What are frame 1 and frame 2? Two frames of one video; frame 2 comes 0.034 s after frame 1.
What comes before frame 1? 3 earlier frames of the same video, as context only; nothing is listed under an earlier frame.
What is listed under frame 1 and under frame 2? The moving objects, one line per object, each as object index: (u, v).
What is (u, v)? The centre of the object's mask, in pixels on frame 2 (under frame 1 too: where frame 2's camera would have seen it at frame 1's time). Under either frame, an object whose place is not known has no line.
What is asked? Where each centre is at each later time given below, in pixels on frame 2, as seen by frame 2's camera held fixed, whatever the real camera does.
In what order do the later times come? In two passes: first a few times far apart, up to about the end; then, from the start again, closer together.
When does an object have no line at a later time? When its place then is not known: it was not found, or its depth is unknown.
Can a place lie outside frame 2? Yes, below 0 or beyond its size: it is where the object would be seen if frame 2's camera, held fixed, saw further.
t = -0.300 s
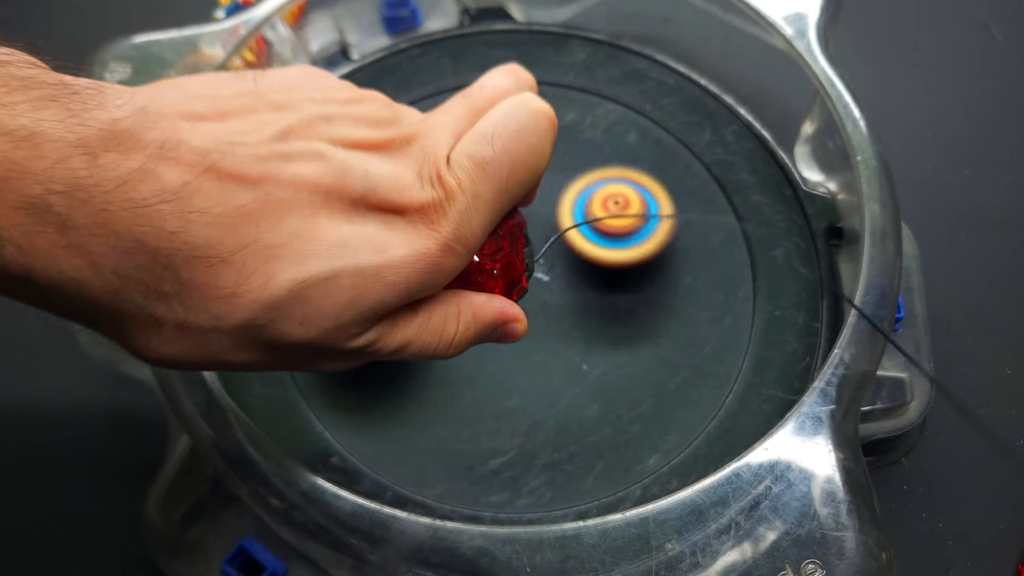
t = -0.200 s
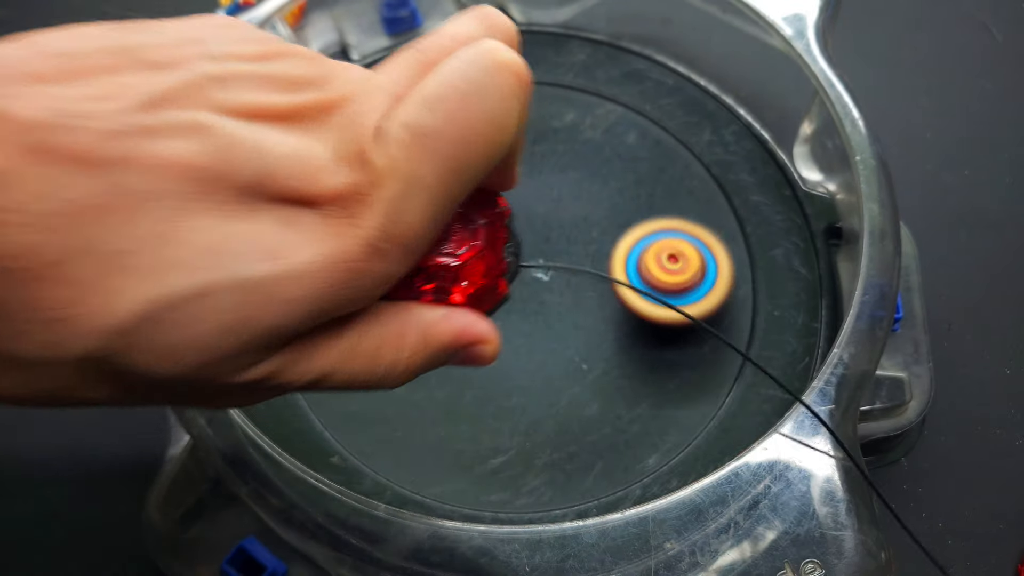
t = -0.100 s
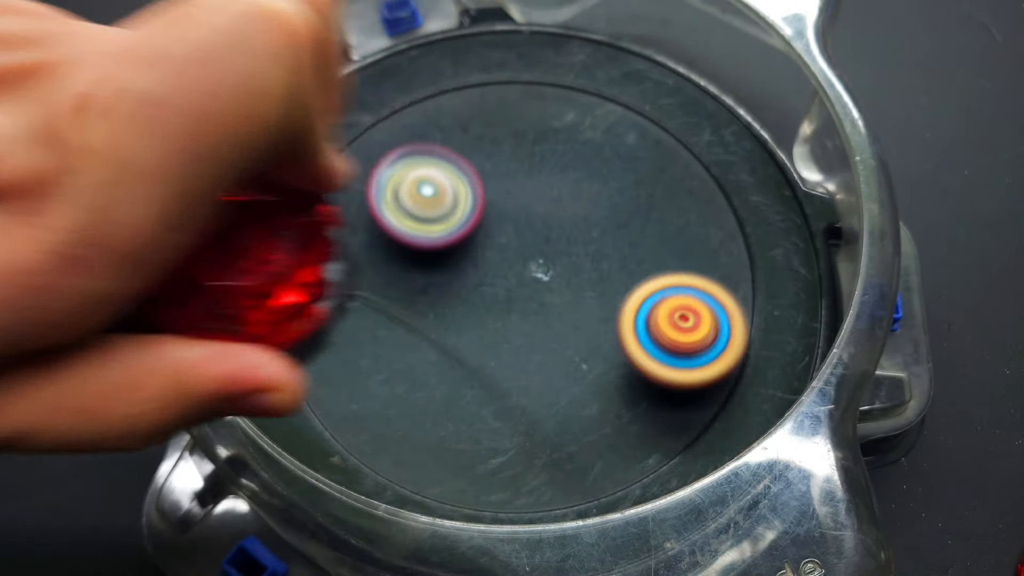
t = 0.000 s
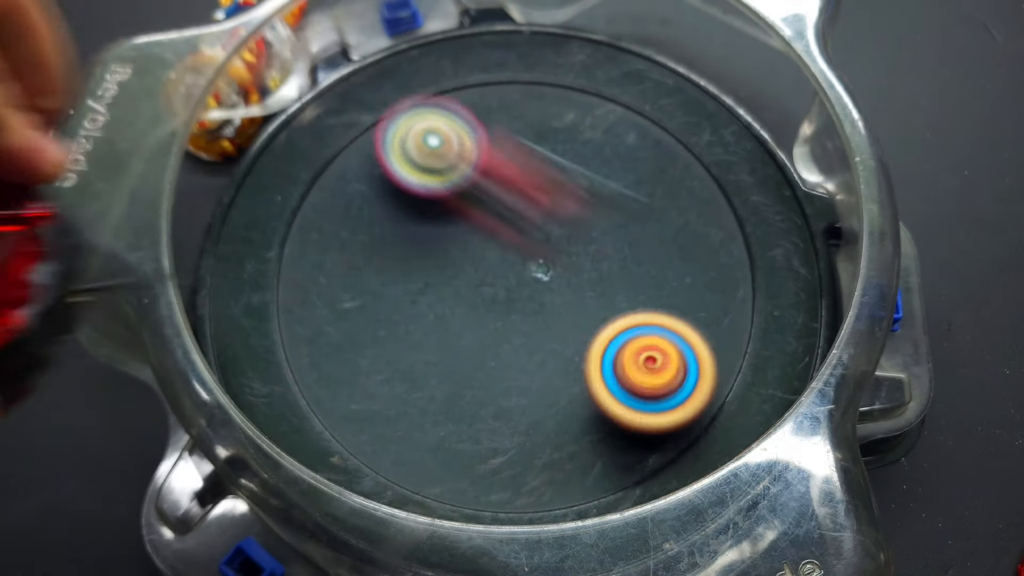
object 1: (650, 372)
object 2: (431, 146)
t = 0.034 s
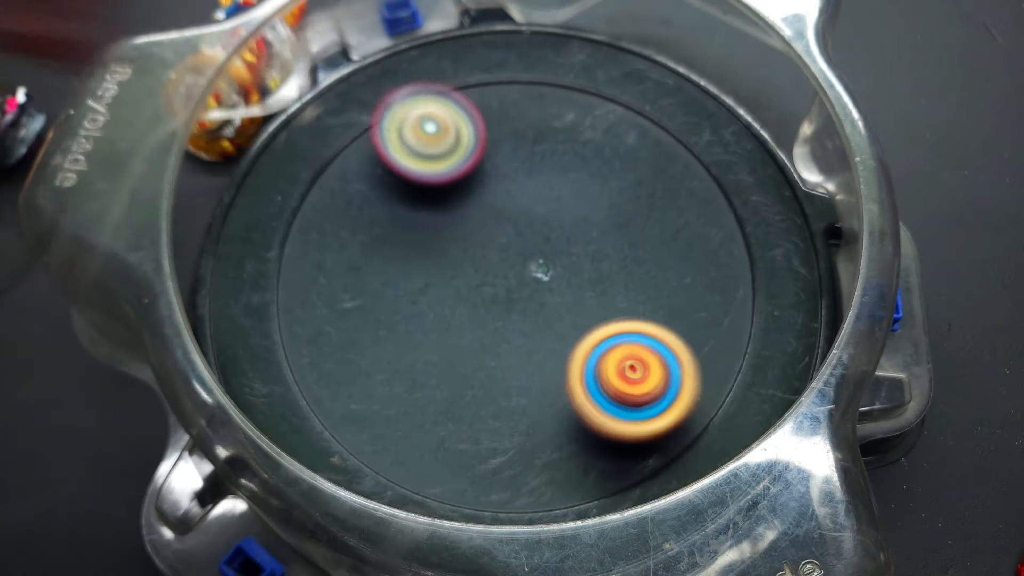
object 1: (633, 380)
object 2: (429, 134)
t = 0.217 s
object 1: (487, 357)
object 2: (380, 106)
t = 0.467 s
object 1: (487, 243)
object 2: (303, 219)
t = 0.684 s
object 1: (597, 244)
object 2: (520, 332)
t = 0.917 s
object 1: (725, 206)
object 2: (604, 292)
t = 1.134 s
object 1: (750, 175)
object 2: (505, 212)
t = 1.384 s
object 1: (682, 208)
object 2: (386, 101)
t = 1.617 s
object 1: (574, 245)
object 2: (404, 334)
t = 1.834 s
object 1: (499, 213)
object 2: (700, 350)
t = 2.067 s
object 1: (489, 155)
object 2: (671, 108)
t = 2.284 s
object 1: (407, 234)
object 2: (483, 83)
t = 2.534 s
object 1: (324, 346)
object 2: (448, 244)
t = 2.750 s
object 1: (421, 303)
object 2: (661, 330)
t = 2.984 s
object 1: (485, 235)
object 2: (719, 185)
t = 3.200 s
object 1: (443, 248)
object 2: (622, 82)
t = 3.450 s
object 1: (424, 227)
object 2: (507, 148)
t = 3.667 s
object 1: (323, 402)
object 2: (629, 99)
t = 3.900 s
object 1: (515, 324)
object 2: (659, 106)
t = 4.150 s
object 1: (600, 258)
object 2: (651, 126)
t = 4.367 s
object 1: (564, 329)
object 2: (633, 210)
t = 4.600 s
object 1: (449, 392)
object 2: (626, 279)
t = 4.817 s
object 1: (422, 329)
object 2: (685, 295)
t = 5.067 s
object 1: (487, 281)
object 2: (739, 237)
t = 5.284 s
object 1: (477, 344)
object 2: (604, 186)
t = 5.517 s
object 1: (372, 369)
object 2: (451, 207)
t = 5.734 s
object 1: (358, 406)
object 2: (478, 253)
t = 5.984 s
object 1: (435, 292)
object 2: (618, 303)
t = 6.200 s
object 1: (518, 232)
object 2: (626, 182)
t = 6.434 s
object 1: (544, 286)
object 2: (497, 139)
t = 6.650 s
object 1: (552, 360)
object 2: (419, 297)
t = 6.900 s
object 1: (751, 369)
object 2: (212, 203)
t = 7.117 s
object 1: (639, 284)
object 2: (277, 236)
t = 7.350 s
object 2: (413, 319)
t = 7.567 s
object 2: (456, 345)
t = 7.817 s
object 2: (485, 258)
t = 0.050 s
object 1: (622, 384)
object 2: (426, 127)
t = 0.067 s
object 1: (611, 386)
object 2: (423, 121)
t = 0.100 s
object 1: (587, 388)
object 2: (415, 110)
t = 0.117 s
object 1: (574, 386)
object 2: (410, 106)
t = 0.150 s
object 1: (546, 382)
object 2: (400, 100)
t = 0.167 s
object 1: (530, 377)
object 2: (395, 99)
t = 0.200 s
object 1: (502, 366)
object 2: (383, 100)
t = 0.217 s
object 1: (487, 357)
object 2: (380, 106)
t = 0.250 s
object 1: (463, 338)
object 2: (373, 120)
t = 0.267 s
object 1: (453, 325)
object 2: (369, 127)
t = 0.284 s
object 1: (445, 314)
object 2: (365, 136)
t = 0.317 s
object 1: (430, 289)
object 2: (357, 154)
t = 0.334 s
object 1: (425, 278)
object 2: (353, 165)
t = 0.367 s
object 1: (428, 261)
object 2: (338, 178)
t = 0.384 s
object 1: (437, 258)
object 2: (323, 178)
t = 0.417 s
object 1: (457, 253)
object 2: (300, 185)
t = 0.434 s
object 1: (467, 251)
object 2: (300, 194)
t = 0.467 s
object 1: (487, 243)
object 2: (303, 219)
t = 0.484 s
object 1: (496, 239)
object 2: (308, 233)
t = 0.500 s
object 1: (506, 237)
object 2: (315, 249)
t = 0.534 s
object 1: (522, 234)
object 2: (338, 278)
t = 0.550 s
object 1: (531, 234)
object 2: (355, 291)
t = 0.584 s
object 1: (549, 234)
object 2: (391, 312)
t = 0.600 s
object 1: (558, 236)
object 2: (413, 320)
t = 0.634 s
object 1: (574, 240)
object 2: (457, 329)
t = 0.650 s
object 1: (581, 244)
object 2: (482, 330)
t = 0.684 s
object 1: (597, 244)
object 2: (520, 332)
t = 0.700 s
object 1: (609, 242)
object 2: (534, 334)
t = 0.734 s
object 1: (637, 231)
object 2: (551, 341)
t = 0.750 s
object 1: (650, 227)
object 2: (560, 343)
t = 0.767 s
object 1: (660, 223)
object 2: (569, 342)
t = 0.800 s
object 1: (679, 218)
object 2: (584, 337)
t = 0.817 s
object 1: (687, 216)
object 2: (592, 332)
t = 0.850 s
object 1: (698, 215)
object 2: (605, 319)
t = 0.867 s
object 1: (702, 217)
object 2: (611, 311)
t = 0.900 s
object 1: (713, 214)
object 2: (613, 296)
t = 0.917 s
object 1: (725, 206)
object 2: (604, 292)
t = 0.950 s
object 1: (742, 192)
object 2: (584, 289)
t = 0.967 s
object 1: (746, 187)
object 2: (574, 284)
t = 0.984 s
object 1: (749, 184)
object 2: (565, 281)
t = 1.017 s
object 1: (753, 180)
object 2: (547, 270)
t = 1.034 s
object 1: (754, 178)
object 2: (539, 264)
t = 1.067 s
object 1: (754, 176)
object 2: (525, 248)
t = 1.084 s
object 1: (753, 176)
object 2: (519, 240)
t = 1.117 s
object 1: (751, 174)
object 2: (509, 221)
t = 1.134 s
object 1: (750, 175)
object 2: (505, 212)
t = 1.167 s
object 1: (747, 175)
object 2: (496, 190)
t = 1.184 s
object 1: (744, 175)
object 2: (491, 179)
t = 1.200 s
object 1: (742, 176)
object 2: (485, 167)
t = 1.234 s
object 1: (737, 176)
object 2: (472, 146)
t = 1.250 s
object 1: (733, 178)
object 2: (464, 135)
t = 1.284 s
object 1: (723, 185)
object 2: (446, 117)
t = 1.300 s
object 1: (716, 188)
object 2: (435, 108)
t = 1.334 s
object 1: (703, 196)
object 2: (414, 96)
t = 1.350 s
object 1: (696, 200)
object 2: (403, 93)
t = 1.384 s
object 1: (682, 208)
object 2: (386, 101)
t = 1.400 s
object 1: (674, 212)
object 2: (378, 110)
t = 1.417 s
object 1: (667, 215)
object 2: (371, 121)
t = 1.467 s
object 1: (644, 225)
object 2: (349, 161)
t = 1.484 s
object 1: (636, 228)
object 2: (344, 178)
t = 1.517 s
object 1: (620, 234)
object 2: (342, 217)
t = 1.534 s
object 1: (612, 237)
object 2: (345, 237)
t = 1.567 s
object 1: (597, 241)
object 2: (360, 278)
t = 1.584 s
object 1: (589, 243)
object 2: (371, 297)
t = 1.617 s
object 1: (574, 245)
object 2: (404, 334)
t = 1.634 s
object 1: (567, 246)
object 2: (422, 348)
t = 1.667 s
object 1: (553, 246)
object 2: (467, 373)
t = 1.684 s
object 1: (547, 245)
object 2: (489, 381)
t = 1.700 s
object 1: (540, 244)
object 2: (514, 387)
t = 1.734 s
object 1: (527, 239)
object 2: (563, 392)
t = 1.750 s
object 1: (521, 235)
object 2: (589, 390)
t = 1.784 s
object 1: (511, 227)
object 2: (636, 380)
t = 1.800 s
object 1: (506, 222)
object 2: (659, 372)
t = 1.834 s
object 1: (499, 213)
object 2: (700, 350)
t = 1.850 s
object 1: (496, 208)
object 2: (720, 335)
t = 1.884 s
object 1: (491, 198)
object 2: (754, 303)
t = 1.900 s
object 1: (490, 193)
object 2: (768, 283)
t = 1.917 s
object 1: (488, 187)
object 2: (767, 262)
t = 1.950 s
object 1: (488, 178)
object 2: (750, 223)
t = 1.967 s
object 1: (487, 173)
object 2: (743, 203)
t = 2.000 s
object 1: (487, 165)
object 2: (730, 166)
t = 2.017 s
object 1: (488, 163)
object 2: (717, 151)
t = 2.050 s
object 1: (489, 157)
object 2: (687, 120)
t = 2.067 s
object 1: (489, 155)
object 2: (671, 108)
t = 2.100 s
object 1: (489, 153)
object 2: (636, 87)
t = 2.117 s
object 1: (489, 152)
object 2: (618, 80)
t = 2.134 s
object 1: (489, 151)
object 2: (600, 73)
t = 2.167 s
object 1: (489, 150)
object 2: (563, 67)
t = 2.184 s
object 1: (483, 156)
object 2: (548, 64)
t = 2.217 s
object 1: (455, 184)
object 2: (526, 70)
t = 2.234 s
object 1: (443, 196)
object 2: (514, 74)
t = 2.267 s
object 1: (417, 222)
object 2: (493, 79)
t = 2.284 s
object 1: (407, 234)
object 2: (483, 83)
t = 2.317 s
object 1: (386, 256)
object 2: (463, 88)
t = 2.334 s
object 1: (376, 266)
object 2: (453, 92)
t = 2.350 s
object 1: (366, 277)
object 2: (443, 97)
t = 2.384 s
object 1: (350, 295)
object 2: (430, 114)
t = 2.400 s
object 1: (342, 304)
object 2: (425, 125)
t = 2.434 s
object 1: (332, 318)
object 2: (420, 150)
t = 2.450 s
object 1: (327, 325)
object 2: (419, 165)
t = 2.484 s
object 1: (322, 336)
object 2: (424, 196)
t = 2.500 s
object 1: (321, 341)
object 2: (431, 214)
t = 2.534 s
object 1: (324, 346)
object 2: (448, 244)
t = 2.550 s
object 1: (326, 348)
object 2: (460, 259)
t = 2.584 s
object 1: (335, 349)
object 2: (486, 286)
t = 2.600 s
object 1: (343, 347)
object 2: (503, 298)
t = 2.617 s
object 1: (349, 345)
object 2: (519, 308)
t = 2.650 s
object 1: (365, 339)
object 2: (555, 324)
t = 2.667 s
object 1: (374, 335)
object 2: (573, 330)
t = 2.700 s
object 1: (393, 324)
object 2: (608, 335)
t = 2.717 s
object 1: (402, 317)
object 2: (627, 335)
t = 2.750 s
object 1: (421, 303)
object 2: (661, 330)
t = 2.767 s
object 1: (429, 296)
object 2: (678, 327)
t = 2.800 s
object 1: (446, 281)
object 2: (710, 314)
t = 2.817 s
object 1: (452, 274)
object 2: (726, 306)
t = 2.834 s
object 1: (458, 268)
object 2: (739, 297)
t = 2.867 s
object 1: (470, 257)
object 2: (765, 273)
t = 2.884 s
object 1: (473, 252)
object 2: (761, 260)
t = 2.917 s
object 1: (480, 244)
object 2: (746, 235)
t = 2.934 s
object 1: (482, 240)
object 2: (739, 223)
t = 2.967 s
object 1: (485, 237)
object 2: (725, 197)
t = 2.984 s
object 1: (485, 235)
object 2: (719, 185)
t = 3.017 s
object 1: (485, 235)
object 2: (706, 161)
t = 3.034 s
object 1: (484, 235)
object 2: (701, 150)
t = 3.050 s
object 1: (481, 236)
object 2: (695, 138)
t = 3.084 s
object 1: (475, 239)
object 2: (680, 121)
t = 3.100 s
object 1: (471, 241)
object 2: (669, 114)
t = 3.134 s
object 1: (463, 246)
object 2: (650, 102)
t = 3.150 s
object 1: (457, 247)
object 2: (642, 96)
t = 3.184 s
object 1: (448, 248)
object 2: (628, 86)
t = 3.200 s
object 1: (443, 248)
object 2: (622, 82)
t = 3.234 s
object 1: (434, 247)
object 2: (610, 80)
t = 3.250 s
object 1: (430, 246)
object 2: (604, 80)
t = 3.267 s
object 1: (426, 244)
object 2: (598, 79)
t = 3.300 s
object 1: (422, 240)
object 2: (582, 81)
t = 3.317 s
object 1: (421, 238)
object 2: (573, 83)
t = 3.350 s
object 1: (421, 233)
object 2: (554, 91)
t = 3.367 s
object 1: (421, 231)
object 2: (546, 97)
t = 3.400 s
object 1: (422, 228)
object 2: (530, 114)
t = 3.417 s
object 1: (423, 227)
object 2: (523, 124)
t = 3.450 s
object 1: (424, 227)
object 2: (507, 148)
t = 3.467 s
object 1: (400, 250)
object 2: (523, 136)
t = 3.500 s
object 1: (348, 298)
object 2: (559, 112)
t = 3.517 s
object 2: (573, 103)
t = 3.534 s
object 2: (588, 94)
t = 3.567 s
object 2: (611, 76)
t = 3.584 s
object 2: (615, 77)
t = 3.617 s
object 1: (292, 394)
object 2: (622, 87)
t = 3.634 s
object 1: (301, 397)
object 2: (625, 91)
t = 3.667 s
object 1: (323, 402)
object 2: (629, 99)
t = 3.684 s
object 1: (335, 404)
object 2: (630, 103)
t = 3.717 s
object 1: (366, 399)
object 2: (634, 108)
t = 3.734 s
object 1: (381, 395)
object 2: (636, 110)
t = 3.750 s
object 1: (397, 390)
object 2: (638, 111)
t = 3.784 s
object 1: (426, 378)
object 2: (643, 112)
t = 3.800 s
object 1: (441, 371)
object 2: (646, 112)
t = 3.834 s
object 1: (468, 356)
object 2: (652, 108)
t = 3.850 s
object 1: (481, 348)
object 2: (655, 106)
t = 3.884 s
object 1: (504, 332)
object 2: (659, 104)
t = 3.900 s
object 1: (515, 324)
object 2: (659, 106)
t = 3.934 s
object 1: (535, 310)
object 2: (659, 110)
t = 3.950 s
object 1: (544, 302)
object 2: (659, 111)
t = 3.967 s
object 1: (553, 295)
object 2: (659, 113)
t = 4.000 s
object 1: (568, 282)
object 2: (659, 114)
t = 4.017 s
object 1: (574, 277)
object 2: (660, 115)
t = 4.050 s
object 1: (585, 267)
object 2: (659, 117)
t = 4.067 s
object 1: (589, 264)
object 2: (658, 118)
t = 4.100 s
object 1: (595, 259)
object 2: (655, 120)
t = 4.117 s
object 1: (597, 258)
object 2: (654, 121)
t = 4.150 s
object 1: (600, 258)
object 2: (651, 126)
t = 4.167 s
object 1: (601, 259)
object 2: (649, 129)
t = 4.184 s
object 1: (601, 261)
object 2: (648, 134)
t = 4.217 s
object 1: (599, 268)
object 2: (648, 145)
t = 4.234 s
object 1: (597, 272)
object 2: (647, 152)
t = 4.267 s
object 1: (591, 283)
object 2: (647, 166)
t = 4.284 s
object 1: (588, 289)
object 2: (646, 174)
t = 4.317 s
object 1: (580, 304)
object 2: (642, 189)
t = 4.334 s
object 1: (576, 312)
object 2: (639, 196)
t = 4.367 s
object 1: (564, 329)
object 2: (633, 210)
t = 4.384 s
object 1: (557, 336)
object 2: (629, 216)
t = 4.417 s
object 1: (543, 351)
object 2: (624, 228)
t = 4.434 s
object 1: (536, 357)
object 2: (622, 234)
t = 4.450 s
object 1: (528, 363)
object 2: (621, 240)
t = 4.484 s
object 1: (512, 373)
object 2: (619, 250)
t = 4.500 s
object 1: (502, 378)
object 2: (619, 255)
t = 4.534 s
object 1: (485, 386)
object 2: (620, 264)
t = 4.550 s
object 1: (475, 389)
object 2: (621, 269)
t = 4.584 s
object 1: (458, 392)
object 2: (624, 276)
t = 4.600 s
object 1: (449, 392)
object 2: (626, 279)
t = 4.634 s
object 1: (434, 388)
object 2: (631, 284)
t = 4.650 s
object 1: (428, 385)
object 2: (634, 286)
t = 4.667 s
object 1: (423, 381)
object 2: (637, 288)
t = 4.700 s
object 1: (417, 371)
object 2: (645, 291)
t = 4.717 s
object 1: (415, 366)
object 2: (650, 292)
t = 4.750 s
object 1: (415, 354)
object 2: (660, 294)
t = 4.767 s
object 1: (416, 348)
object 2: (666, 294)
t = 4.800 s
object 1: (420, 335)
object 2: (678, 295)
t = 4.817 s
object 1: (422, 329)
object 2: (685, 295)
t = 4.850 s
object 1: (429, 318)
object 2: (699, 296)
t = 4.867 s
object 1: (433, 313)
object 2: (706, 296)
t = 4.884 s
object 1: (437, 308)
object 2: (713, 296)
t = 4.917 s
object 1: (446, 299)
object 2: (727, 294)
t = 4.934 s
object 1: (450, 294)
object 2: (733, 291)
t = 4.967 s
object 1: (459, 287)
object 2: (743, 282)
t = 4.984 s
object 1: (463, 284)
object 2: (746, 276)
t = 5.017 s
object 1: (473, 281)
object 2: (747, 261)
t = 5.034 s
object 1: (478, 280)
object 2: (746, 254)
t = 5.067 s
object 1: (487, 281)
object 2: (739, 237)
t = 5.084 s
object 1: (493, 282)
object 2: (731, 229)
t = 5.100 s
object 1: (499, 283)
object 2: (722, 222)
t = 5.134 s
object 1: (511, 287)
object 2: (698, 213)
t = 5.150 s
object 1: (517, 289)
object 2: (684, 210)
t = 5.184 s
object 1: (524, 294)
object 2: (655, 210)
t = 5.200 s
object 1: (527, 296)
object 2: (637, 212)
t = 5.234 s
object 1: (525, 302)
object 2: (606, 219)
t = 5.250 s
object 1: (509, 316)
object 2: (605, 206)
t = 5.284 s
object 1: (477, 344)
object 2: (604, 186)
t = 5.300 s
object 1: (462, 355)
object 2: (601, 177)
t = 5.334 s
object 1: (435, 374)
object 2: (589, 166)
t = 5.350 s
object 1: (423, 380)
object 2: (580, 162)
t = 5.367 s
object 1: (411, 386)
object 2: (571, 159)
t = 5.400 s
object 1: (393, 392)
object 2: (547, 160)
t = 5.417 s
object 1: (386, 392)
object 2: (534, 162)
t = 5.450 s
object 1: (376, 389)
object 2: (504, 171)
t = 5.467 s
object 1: (374, 386)
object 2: (490, 178)
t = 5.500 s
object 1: (371, 375)
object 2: (463, 196)
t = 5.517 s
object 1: (372, 369)
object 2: (451, 207)
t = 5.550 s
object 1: (377, 354)
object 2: (432, 234)
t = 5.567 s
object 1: (379, 350)
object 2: (426, 244)
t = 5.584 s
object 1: (371, 361)
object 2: (430, 241)
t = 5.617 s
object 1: (358, 382)
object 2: (440, 236)
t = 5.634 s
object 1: (354, 391)
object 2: (446, 235)
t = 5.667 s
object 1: (352, 402)
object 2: (458, 236)
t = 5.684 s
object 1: (351, 404)
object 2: (463, 239)
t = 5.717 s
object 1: (355, 407)
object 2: (473, 247)
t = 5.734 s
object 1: (358, 406)
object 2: (478, 253)
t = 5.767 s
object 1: (366, 400)
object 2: (489, 268)
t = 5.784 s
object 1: (371, 395)
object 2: (496, 277)
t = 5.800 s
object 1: (377, 390)
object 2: (502, 285)
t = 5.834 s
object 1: (390, 377)
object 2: (518, 299)
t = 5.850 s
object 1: (396, 369)
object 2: (529, 305)
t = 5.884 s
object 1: (408, 353)
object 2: (550, 314)
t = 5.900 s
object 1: (414, 342)
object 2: (561, 316)
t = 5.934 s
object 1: (422, 322)
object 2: (584, 316)
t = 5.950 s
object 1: (427, 311)
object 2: (596, 312)
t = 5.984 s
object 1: (435, 292)
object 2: (618, 303)
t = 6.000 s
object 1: (439, 283)
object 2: (629, 296)
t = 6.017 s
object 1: (443, 275)
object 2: (638, 288)
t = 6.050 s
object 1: (454, 260)
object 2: (654, 269)
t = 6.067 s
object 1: (460, 254)
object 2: (658, 258)
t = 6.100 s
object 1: (475, 244)
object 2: (663, 235)
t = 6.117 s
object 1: (482, 240)
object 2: (662, 225)
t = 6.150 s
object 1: (497, 235)
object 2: (653, 205)
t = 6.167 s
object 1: (504, 234)
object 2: (647, 196)
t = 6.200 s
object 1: (518, 232)
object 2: (626, 182)
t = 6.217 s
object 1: (521, 233)
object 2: (621, 174)
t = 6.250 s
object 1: (520, 240)
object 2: (613, 157)
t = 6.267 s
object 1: (521, 244)
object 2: (608, 151)
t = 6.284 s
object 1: (522, 247)
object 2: (600, 145)
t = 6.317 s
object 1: (526, 255)
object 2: (581, 137)
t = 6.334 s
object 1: (528, 259)
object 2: (570, 134)
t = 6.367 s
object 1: (533, 267)
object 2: (547, 132)
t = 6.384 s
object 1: (536, 272)
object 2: (534, 132)
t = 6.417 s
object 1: (541, 281)
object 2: (510, 135)
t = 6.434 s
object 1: (544, 286)
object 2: (497, 139)
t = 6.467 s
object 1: (552, 296)
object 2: (473, 152)
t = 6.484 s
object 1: (556, 301)
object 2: (460, 161)
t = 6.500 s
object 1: (560, 307)
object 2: (448, 170)
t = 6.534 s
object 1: (565, 319)
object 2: (430, 192)
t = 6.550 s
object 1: (567, 325)
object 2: (423, 206)
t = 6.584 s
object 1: (567, 338)
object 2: (414, 234)
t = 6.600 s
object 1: (565, 344)
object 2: (412, 250)
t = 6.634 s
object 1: (558, 355)
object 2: (415, 281)
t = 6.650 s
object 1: (552, 360)
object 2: (419, 297)
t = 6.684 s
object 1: (553, 372)
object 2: (425, 320)
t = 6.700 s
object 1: (591, 391)
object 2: (387, 308)
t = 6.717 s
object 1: (631, 411)
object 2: (350, 295)
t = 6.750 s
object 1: (685, 422)
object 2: (284, 270)
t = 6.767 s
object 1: (703, 412)
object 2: (259, 259)
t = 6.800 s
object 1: (733, 397)
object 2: (239, 234)
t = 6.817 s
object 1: (742, 393)
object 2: (233, 227)
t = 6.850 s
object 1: (749, 389)
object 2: (226, 215)
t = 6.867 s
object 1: (749, 383)
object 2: (223, 210)
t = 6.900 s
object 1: (751, 369)
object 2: (212, 203)
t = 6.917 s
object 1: (748, 366)
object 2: (223, 202)
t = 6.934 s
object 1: (744, 360)
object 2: (225, 202)
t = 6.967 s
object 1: (728, 344)
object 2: (231, 202)
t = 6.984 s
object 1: (721, 339)
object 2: (234, 204)
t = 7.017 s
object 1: (700, 323)
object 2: (241, 208)
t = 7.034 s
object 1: (690, 318)
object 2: (245, 212)
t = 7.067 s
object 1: (669, 303)
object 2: (257, 220)
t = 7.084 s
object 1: (660, 296)
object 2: (264, 225)
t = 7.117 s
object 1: (639, 284)
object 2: (277, 236)
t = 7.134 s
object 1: (629, 279)
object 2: (286, 243)
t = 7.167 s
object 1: (609, 267)
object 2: (304, 256)
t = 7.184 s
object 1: (600, 262)
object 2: (314, 263)
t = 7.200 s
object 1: (590, 257)
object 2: (325, 270)
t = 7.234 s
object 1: (573, 250)
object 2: (345, 283)
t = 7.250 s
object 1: (564, 245)
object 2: (356, 290)
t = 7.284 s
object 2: (376, 302)
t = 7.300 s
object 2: (387, 307)
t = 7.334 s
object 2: (404, 315)
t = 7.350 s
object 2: (413, 319)
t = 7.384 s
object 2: (429, 320)
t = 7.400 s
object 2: (437, 319)
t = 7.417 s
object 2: (444, 317)
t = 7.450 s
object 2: (457, 309)
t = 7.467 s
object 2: (456, 315)
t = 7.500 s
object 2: (452, 332)
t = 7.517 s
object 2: (451, 337)
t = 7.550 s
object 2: (453, 344)
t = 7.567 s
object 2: (456, 345)
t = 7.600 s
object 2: (463, 342)
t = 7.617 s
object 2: (468, 339)
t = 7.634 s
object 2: (472, 335)
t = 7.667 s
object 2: (482, 324)
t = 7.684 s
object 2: (486, 317)
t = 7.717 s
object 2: (492, 302)
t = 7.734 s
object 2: (493, 294)
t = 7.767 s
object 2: (493, 279)
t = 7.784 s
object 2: (491, 272)
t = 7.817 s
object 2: (485, 258)
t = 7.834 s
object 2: (481, 252)
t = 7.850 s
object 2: (477, 246)
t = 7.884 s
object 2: (467, 237)
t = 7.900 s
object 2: (461, 233)
